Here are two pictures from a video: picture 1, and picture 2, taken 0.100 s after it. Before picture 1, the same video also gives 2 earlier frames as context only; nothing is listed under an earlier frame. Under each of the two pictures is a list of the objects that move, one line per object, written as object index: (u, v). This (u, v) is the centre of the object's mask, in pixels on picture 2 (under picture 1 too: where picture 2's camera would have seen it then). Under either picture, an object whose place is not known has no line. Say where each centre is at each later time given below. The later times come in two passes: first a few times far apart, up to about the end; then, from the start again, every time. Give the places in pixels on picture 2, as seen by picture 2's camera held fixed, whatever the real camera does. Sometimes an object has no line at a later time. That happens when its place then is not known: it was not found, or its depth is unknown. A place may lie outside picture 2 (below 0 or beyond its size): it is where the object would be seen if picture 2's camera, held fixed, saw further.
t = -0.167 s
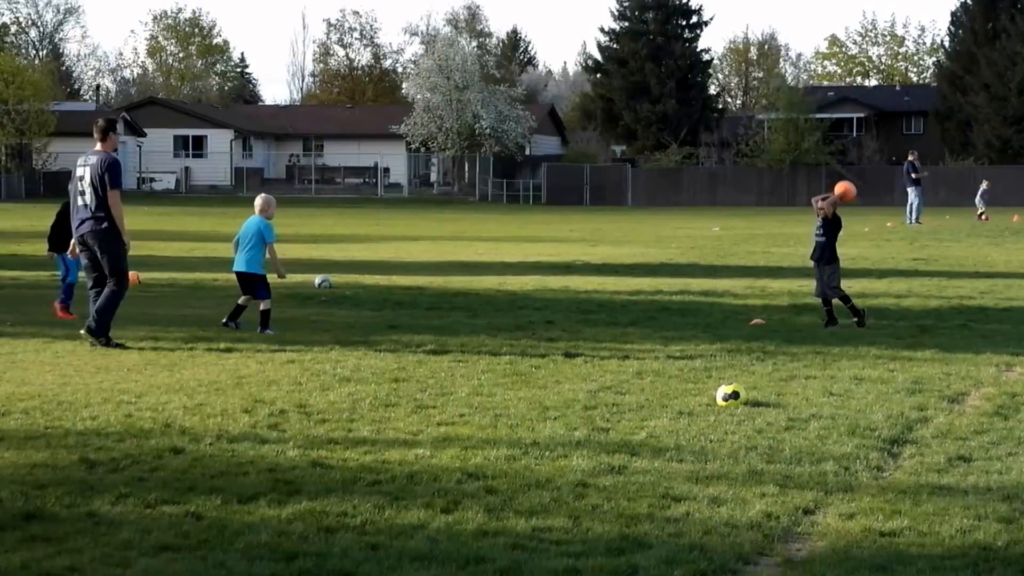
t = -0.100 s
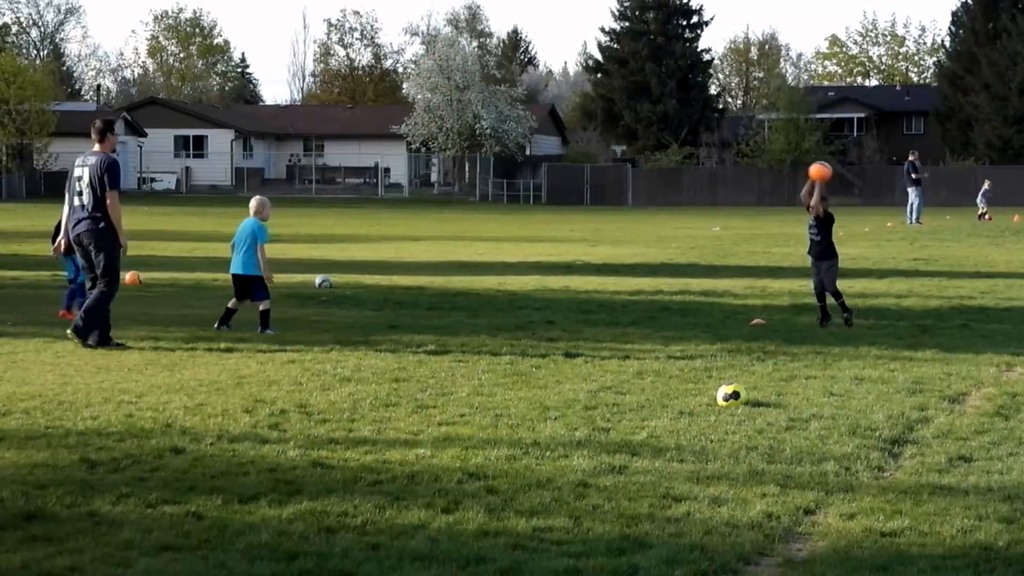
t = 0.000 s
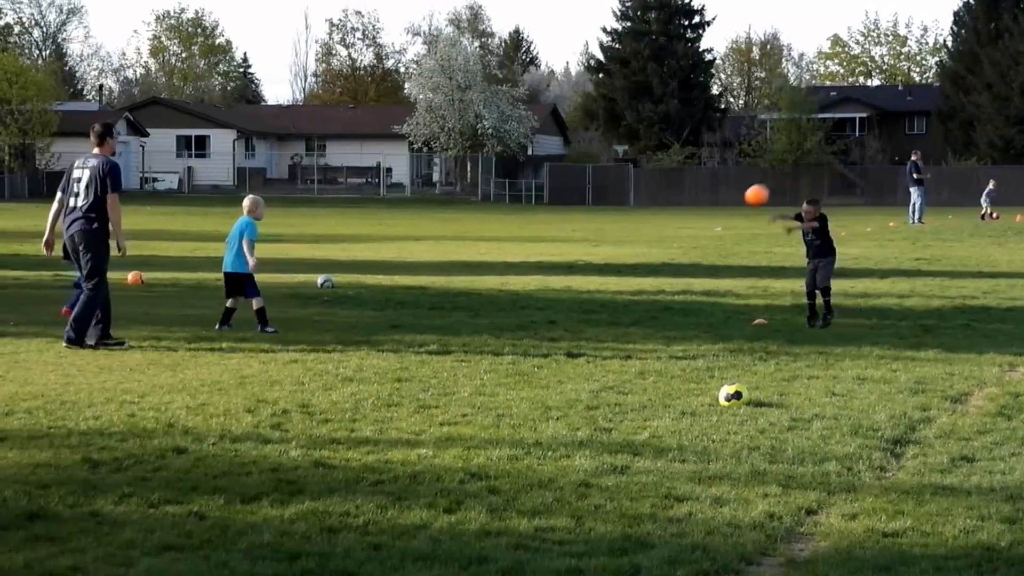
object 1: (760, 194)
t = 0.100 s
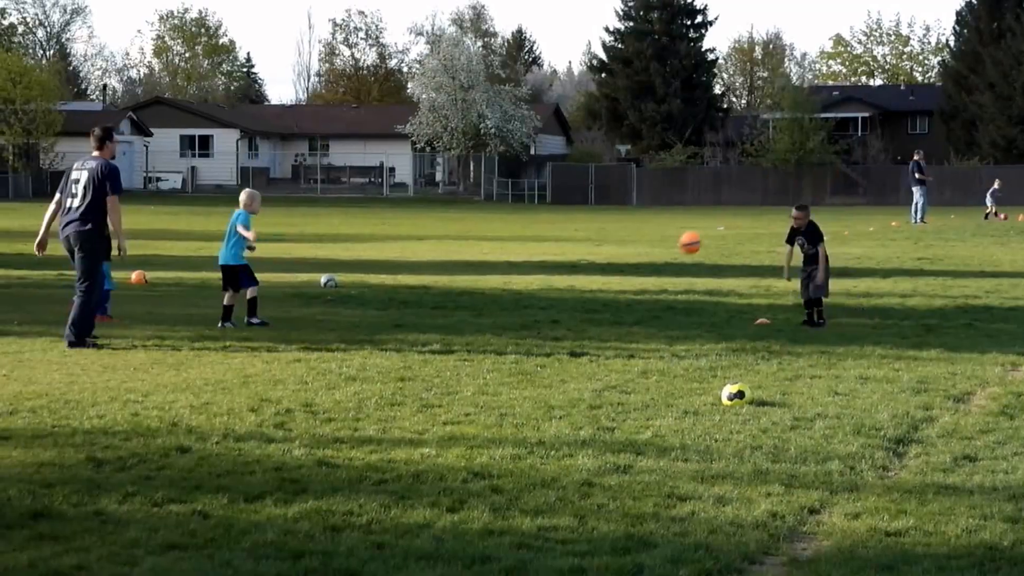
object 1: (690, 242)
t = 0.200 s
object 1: (619, 303)
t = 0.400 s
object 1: (536, 276)
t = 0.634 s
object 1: (454, 248)
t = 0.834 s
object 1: (384, 271)
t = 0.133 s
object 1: (666, 262)
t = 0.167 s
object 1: (643, 281)
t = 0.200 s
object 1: (619, 303)
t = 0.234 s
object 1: (597, 323)
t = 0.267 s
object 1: (583, 320)
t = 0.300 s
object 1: (571, 307)
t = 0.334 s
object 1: (559, 296)
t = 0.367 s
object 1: (548, 285)
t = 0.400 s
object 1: (536, 276)
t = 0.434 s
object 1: (525, 269)
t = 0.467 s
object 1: (513, 263)
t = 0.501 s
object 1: (501, 257)
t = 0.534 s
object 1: (489, 253)
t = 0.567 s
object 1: (477, 251)
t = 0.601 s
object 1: (466, 248)
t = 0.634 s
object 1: (454, 248)
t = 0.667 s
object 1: (443, 249)
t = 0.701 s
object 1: (431, 251)
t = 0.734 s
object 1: (419, 254)
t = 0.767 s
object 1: (407, 259)
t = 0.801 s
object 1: (395, 264)
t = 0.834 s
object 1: (384, 271)
